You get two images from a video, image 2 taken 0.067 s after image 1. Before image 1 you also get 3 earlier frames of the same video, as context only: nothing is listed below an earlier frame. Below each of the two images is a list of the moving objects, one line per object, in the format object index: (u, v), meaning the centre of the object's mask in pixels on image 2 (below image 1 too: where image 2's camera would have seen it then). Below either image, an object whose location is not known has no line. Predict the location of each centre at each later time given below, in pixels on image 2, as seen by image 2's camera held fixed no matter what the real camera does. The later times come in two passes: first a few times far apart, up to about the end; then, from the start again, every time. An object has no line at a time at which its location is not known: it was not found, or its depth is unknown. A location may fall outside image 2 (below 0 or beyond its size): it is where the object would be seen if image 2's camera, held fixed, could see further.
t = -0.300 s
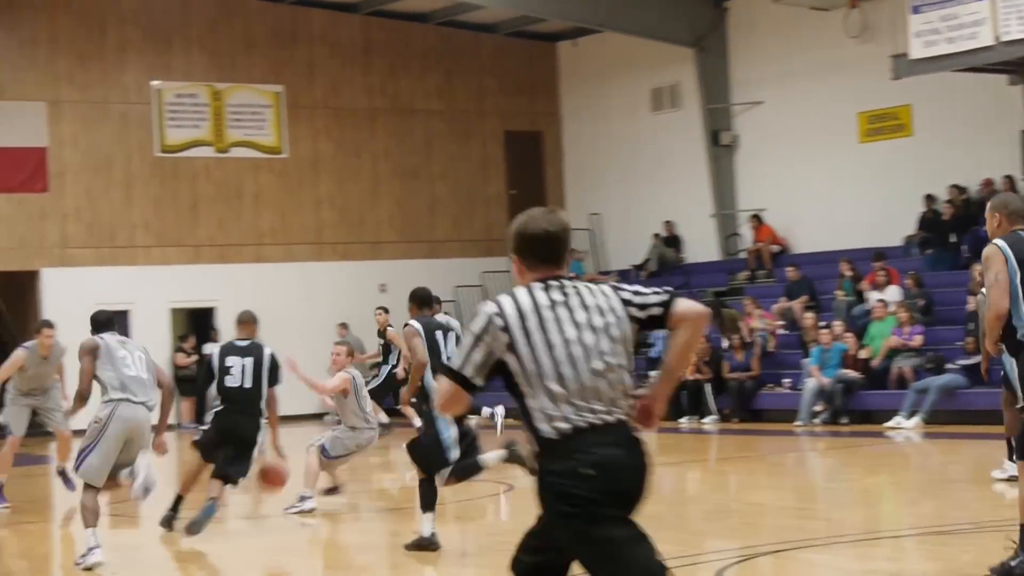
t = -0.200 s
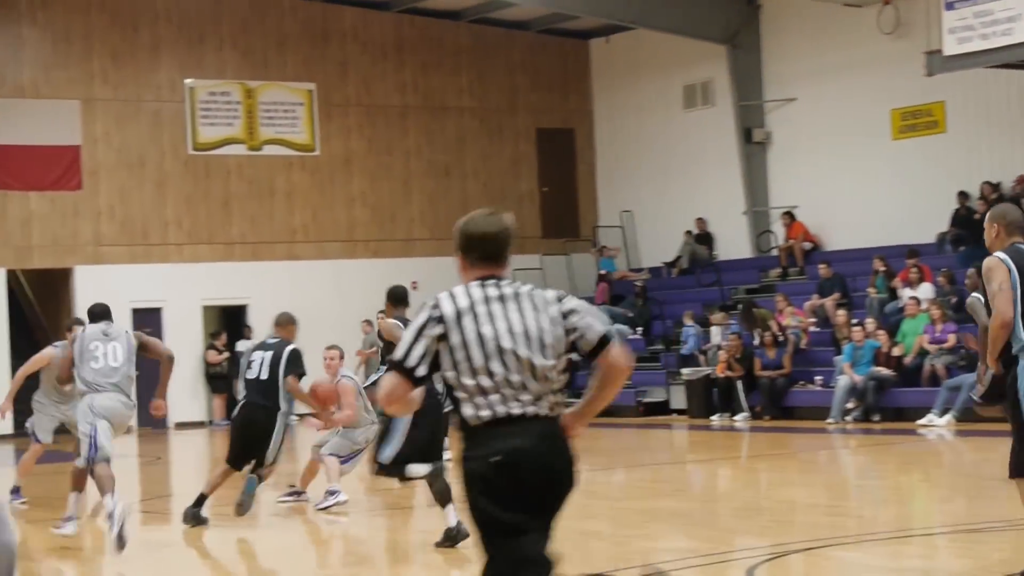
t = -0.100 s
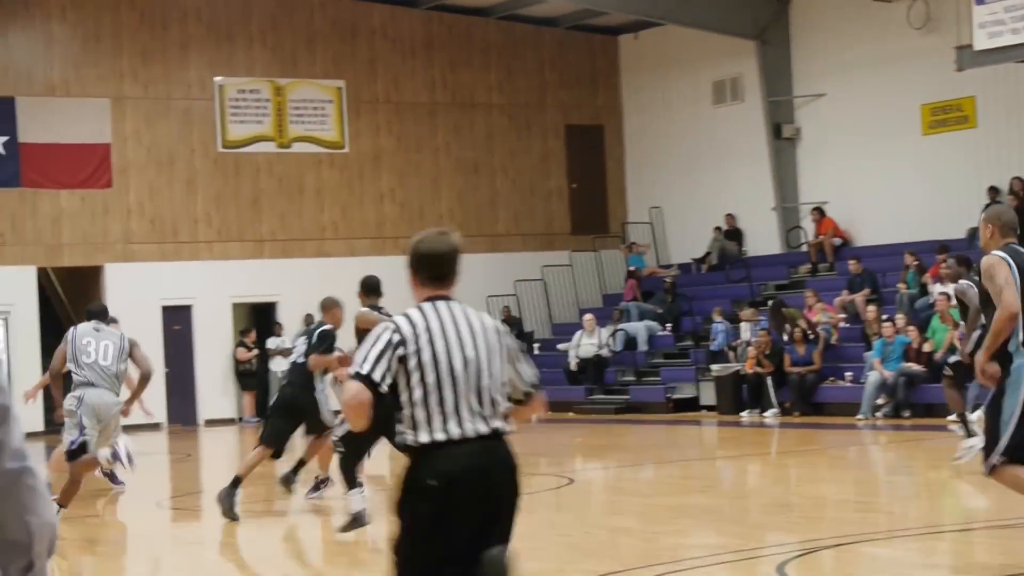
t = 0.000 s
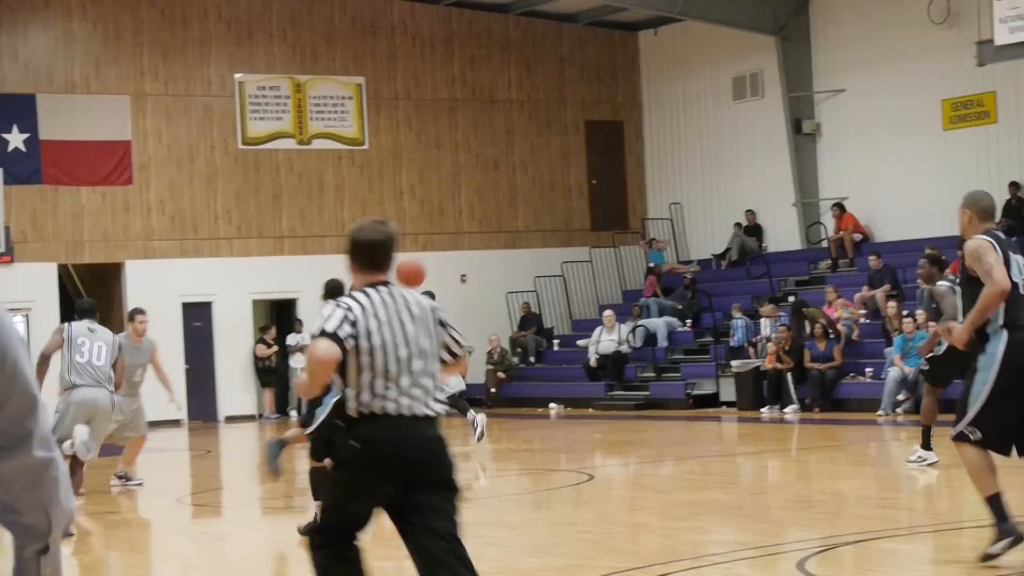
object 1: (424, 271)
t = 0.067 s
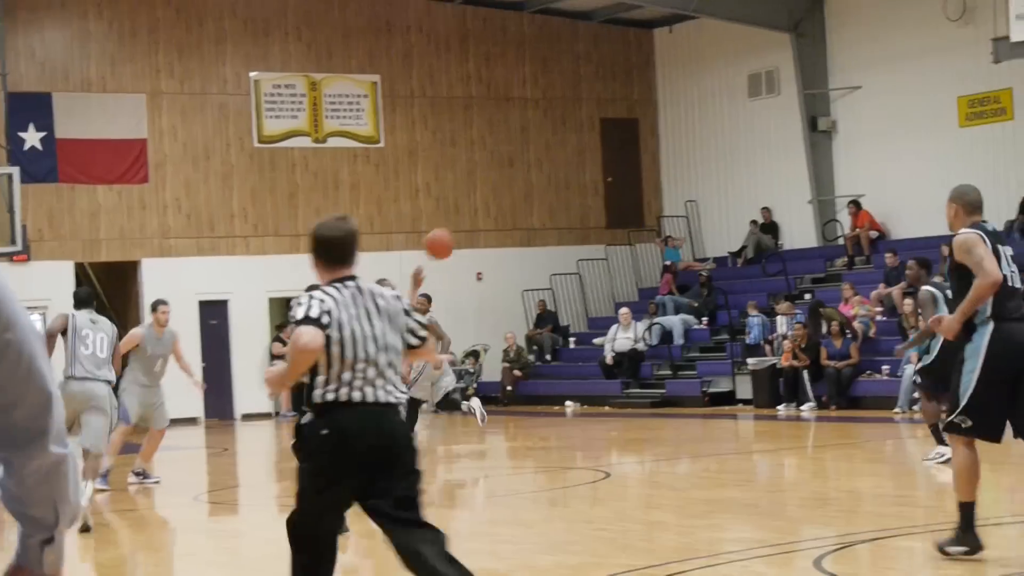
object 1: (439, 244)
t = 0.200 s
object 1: (466, 210)
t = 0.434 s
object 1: (513, 203)
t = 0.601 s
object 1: (547, 238)
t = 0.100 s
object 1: (446, 234)
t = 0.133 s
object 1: (453, 225)
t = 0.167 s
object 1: (459, 217)
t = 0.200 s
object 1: (466, 210)
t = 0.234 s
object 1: (472, 205)
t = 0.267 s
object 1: (479, 201)
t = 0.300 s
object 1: (486, 199)
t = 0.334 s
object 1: (492, 198)
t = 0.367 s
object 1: (499, 199)
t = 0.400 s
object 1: (506, 200)
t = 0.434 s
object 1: (513, 203)
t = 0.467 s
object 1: (520, 207)
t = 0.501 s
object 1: (526, 213)
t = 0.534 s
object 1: (534, 220)
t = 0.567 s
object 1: (540, 229)
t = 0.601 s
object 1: (547, 238)
